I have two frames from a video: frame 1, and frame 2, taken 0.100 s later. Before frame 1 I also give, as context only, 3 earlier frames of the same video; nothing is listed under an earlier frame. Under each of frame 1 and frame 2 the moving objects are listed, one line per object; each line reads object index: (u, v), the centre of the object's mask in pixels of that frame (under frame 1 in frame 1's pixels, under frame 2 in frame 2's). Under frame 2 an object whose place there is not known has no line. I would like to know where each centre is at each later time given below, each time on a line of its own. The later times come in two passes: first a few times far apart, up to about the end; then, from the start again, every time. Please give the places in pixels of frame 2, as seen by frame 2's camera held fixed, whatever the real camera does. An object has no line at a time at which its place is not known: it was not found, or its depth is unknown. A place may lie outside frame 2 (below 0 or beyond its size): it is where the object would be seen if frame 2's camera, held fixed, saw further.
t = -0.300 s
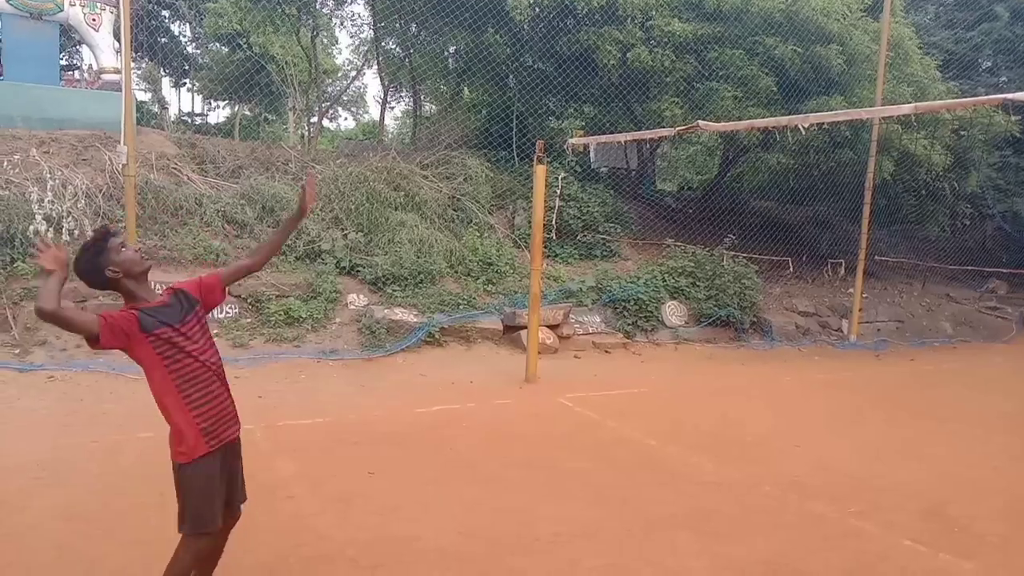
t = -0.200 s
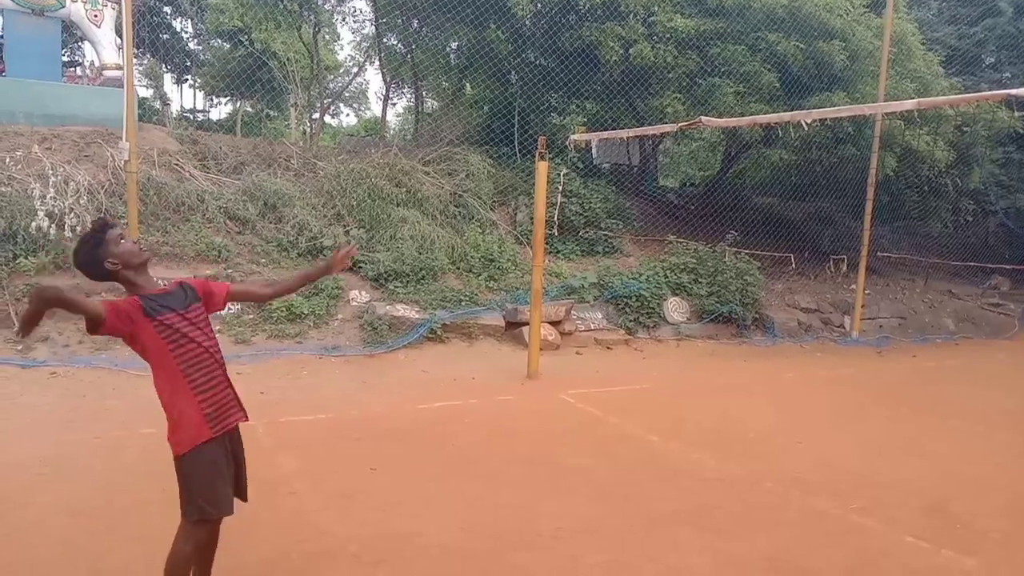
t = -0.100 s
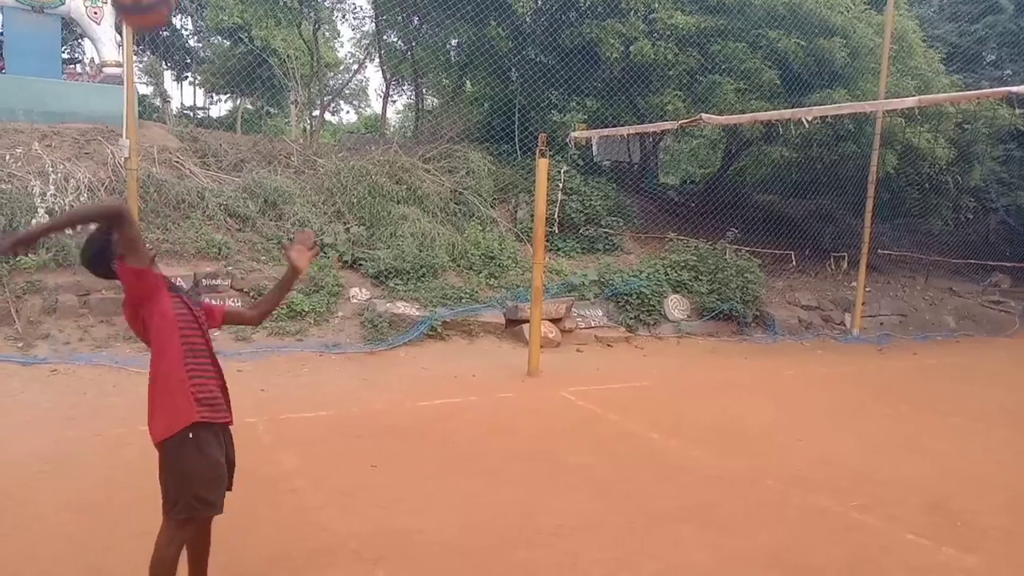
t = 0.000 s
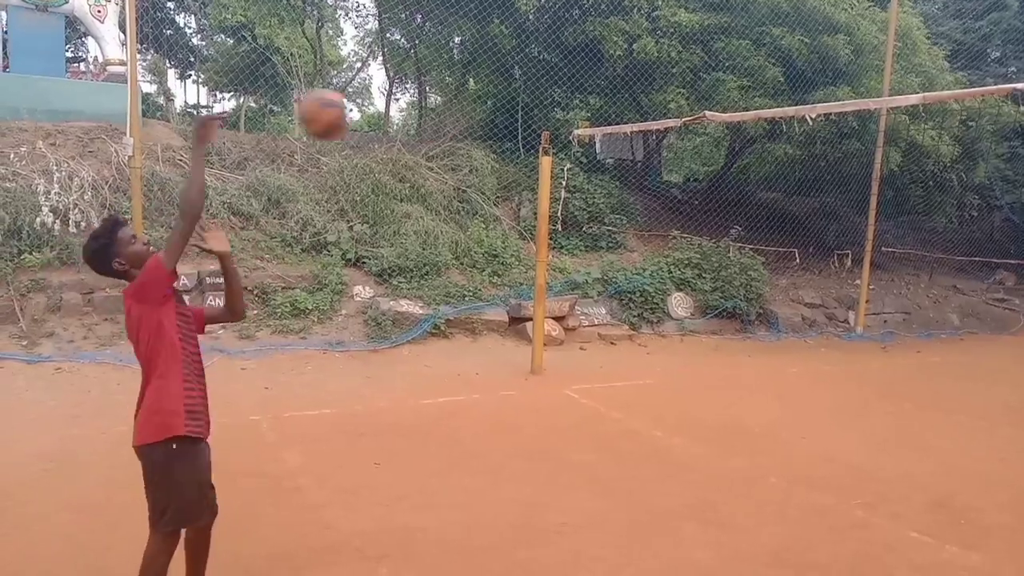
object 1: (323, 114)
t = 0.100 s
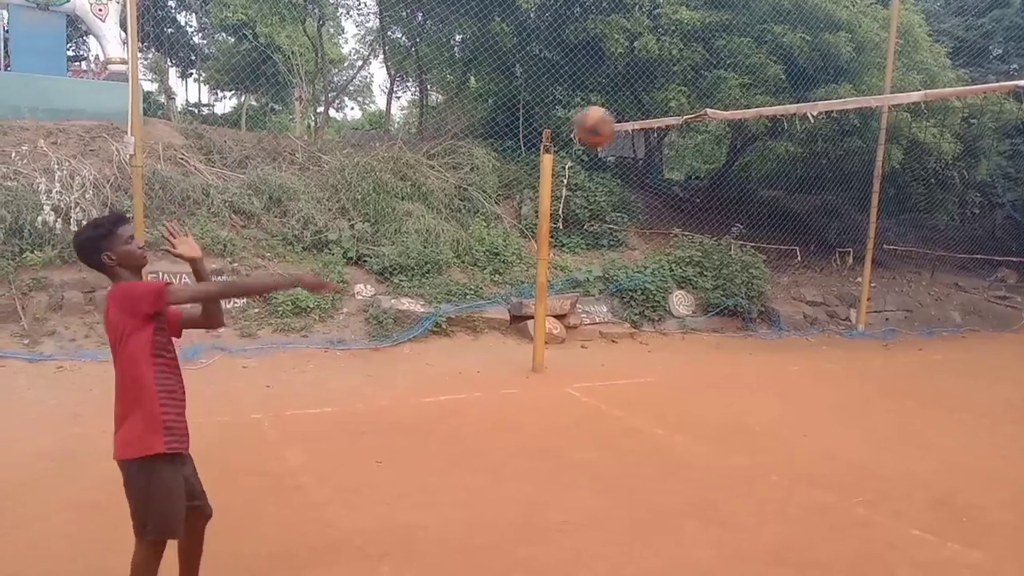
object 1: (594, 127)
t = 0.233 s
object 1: (808, 170)
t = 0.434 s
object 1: (839, 162)
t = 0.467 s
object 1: (834, 172)
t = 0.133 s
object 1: (659, 136)
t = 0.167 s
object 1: (716, 146)
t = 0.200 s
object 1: (765, 157)
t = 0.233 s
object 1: (808, 170)
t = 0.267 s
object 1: (835, 170)
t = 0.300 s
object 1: (846, 162)
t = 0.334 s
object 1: (850, 156)
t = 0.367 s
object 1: (848, 154)
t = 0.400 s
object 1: (844, 156)
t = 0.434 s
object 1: (839, 162)
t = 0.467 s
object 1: (834, 172)
